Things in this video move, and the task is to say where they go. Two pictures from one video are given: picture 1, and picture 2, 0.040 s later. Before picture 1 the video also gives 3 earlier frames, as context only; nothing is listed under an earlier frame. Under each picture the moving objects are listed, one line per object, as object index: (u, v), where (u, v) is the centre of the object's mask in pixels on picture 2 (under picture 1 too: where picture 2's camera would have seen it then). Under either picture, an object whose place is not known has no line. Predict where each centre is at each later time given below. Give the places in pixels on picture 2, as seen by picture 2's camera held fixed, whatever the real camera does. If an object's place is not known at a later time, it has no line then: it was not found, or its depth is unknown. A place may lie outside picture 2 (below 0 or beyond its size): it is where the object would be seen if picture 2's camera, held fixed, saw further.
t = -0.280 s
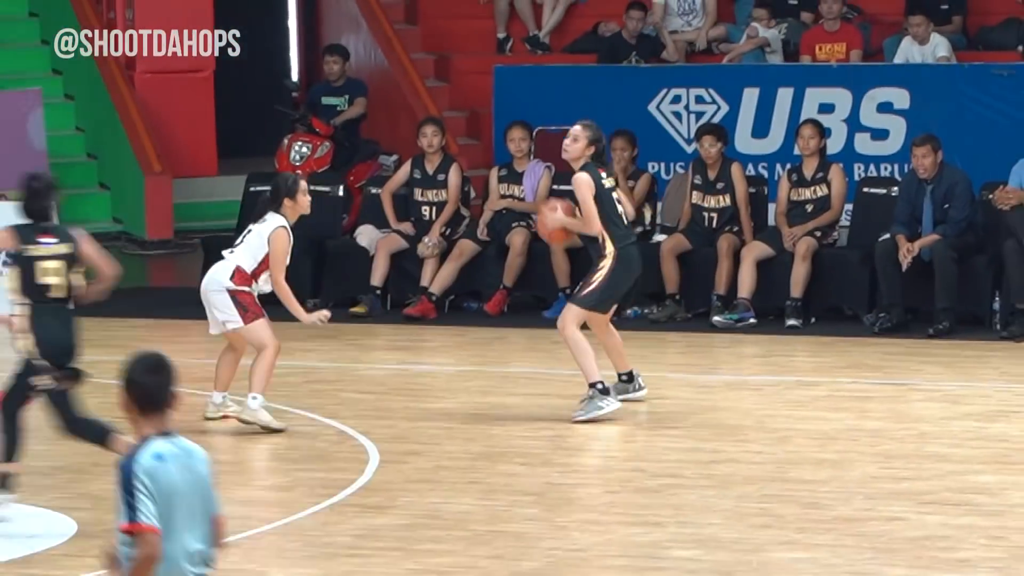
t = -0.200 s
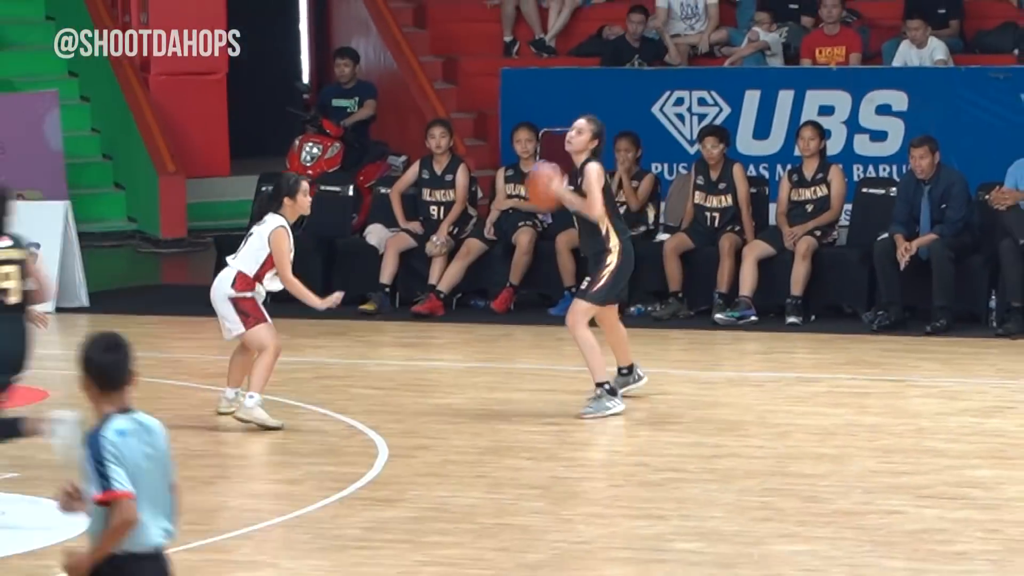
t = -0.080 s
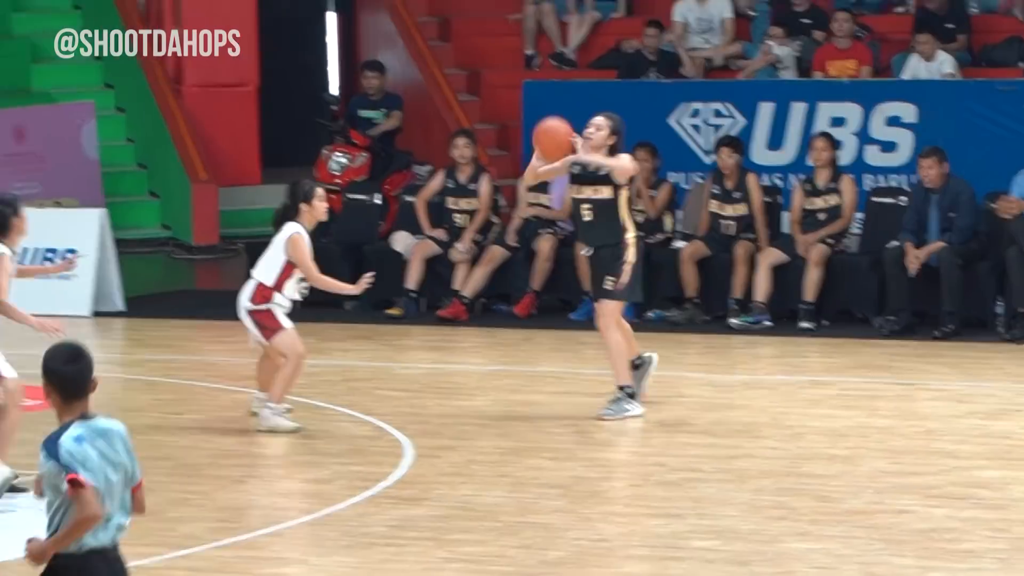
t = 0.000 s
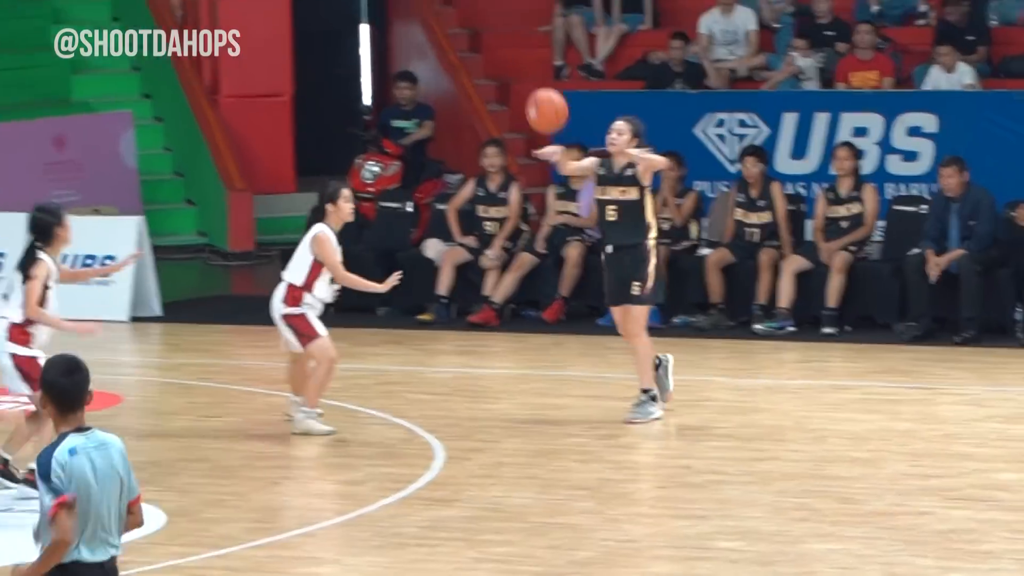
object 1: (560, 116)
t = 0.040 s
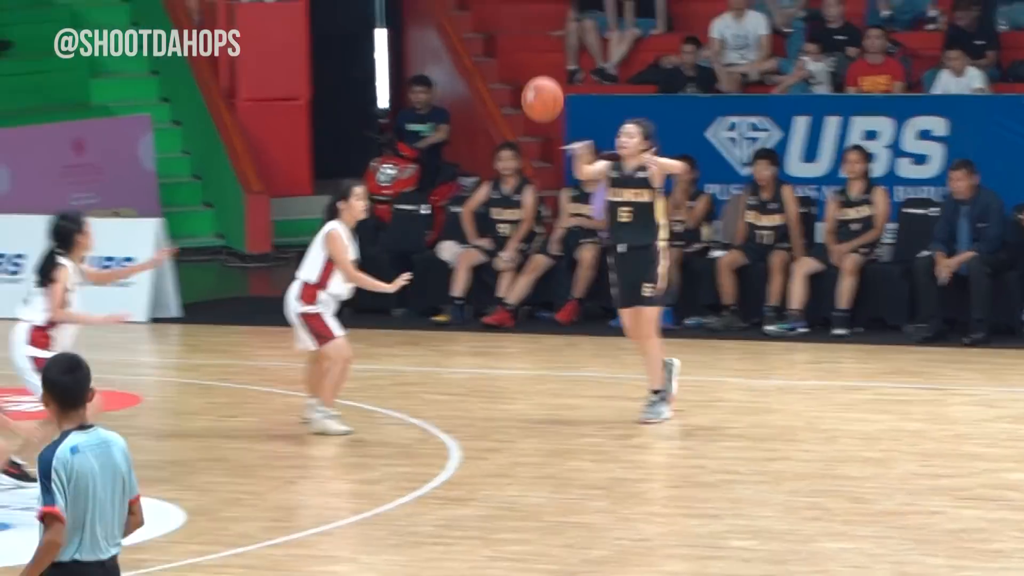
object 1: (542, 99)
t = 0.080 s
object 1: (524, 86)
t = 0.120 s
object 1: (505, 75)
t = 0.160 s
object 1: (487, 66)
